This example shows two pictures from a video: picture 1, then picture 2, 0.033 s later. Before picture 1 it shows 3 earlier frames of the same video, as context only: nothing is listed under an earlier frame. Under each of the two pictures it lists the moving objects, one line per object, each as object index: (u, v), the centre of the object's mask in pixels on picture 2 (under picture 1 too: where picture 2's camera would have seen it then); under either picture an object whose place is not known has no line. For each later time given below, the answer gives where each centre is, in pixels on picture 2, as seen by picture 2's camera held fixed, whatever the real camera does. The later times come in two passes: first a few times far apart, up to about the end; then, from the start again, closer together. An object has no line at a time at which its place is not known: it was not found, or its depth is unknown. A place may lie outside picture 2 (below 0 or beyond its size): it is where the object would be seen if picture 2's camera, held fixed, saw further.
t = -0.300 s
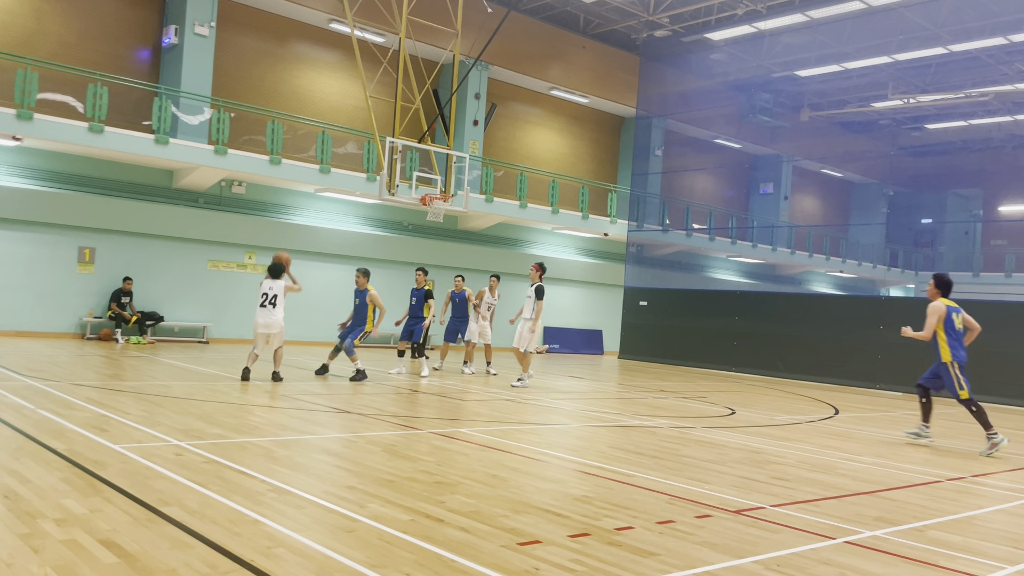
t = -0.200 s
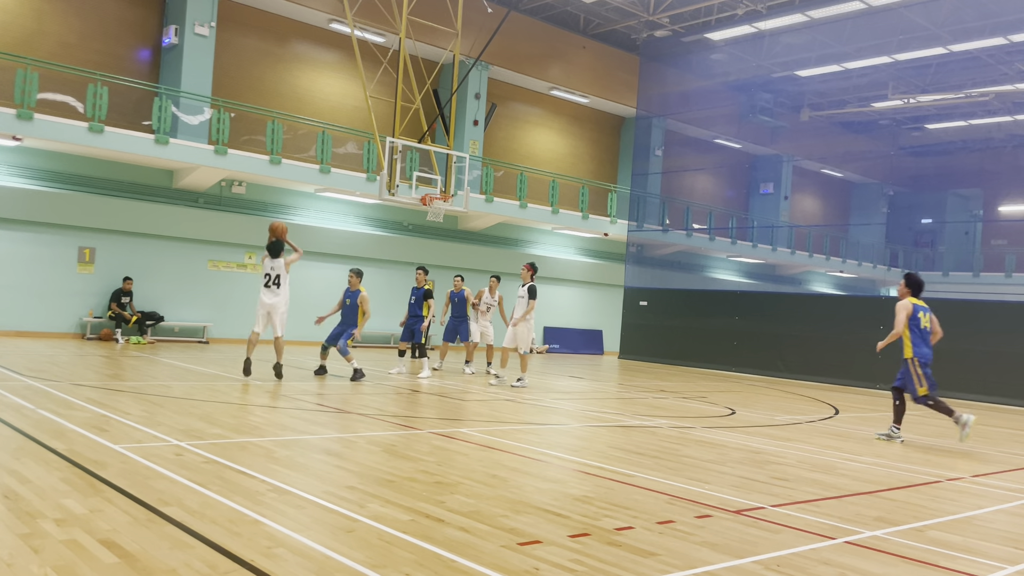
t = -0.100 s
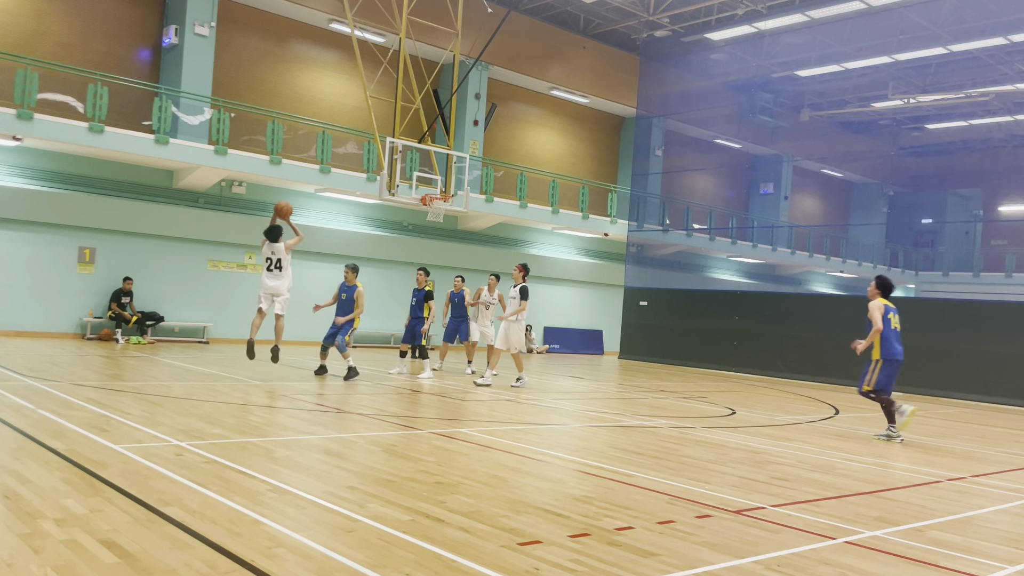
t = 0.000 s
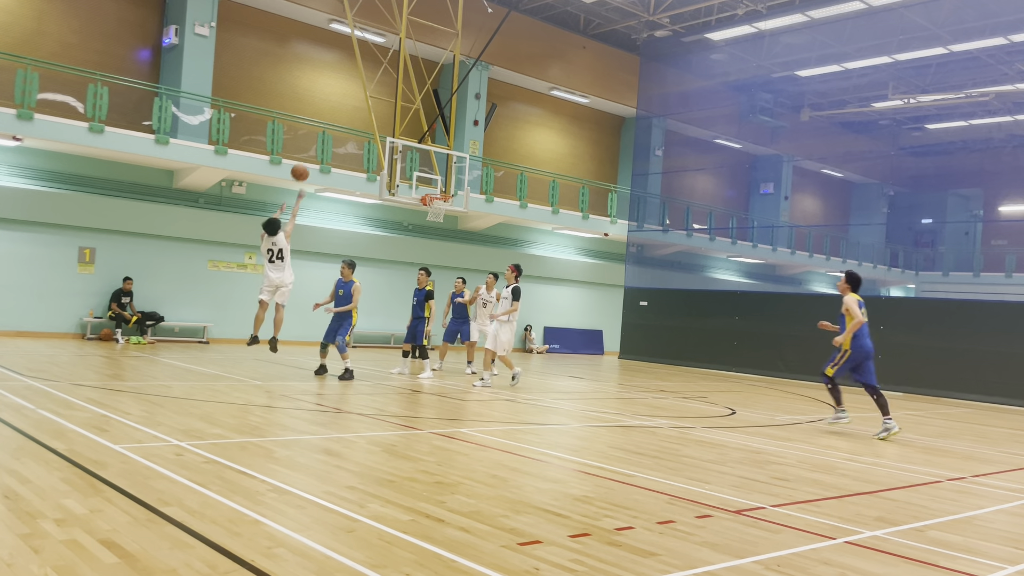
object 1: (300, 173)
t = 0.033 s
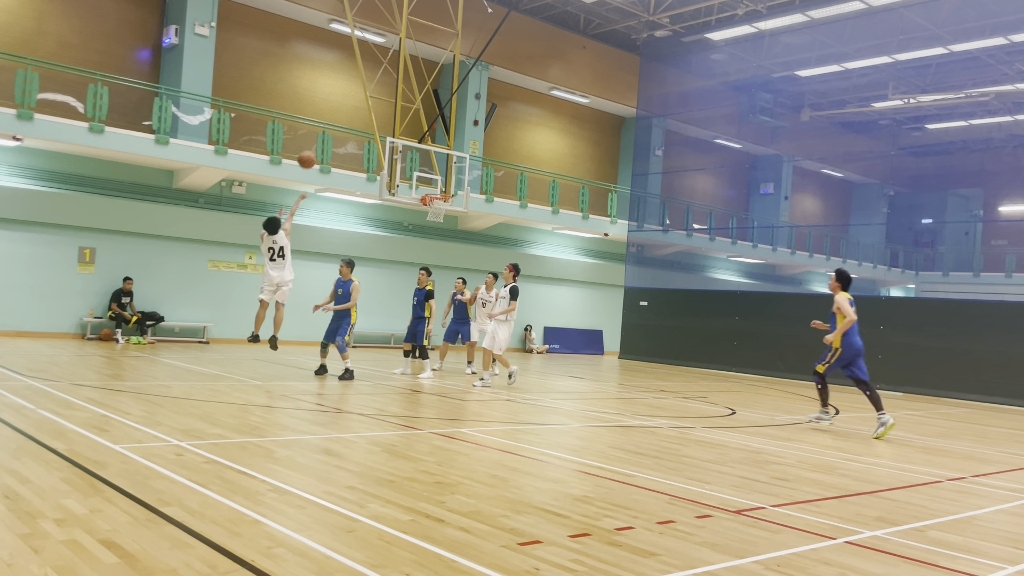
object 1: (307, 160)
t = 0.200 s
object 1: (335, 112)
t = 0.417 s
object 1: (367, 83)
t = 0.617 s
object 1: (391, 84)
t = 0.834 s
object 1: (413, 111)
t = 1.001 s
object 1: (428, 148)
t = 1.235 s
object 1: (443, 215)
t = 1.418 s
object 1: (448, 246)
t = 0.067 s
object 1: (312, 149)
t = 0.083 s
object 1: (315, 143)
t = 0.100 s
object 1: (318, 138)
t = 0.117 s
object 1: (321, 134)
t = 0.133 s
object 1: (324, 128)
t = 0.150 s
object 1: (327, 125)
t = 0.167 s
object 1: (330, 120)
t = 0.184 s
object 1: (332, 117)
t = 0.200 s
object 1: (335, 112)
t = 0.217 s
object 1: (338, 110)
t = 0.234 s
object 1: (340, 106)
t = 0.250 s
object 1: (343, 103)
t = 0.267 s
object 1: (345, 100)
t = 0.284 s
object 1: (348, 98)
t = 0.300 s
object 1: (351, 95)
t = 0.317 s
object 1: (353, 93)
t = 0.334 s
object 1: (355, 91)
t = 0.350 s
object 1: (358, 89)
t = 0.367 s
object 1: (360, 87)
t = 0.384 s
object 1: (363, 85)
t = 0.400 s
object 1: (365, 84)
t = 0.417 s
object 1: (367, 83)
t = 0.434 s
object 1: (369, 82)
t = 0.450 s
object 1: (371, 82)
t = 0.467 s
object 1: (373, 81)
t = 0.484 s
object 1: (376, 81)
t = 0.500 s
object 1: (378, 80)
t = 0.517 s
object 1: (380, 80)
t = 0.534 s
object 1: (382, 81)
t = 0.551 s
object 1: (384, 81)
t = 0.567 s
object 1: (385, 81)
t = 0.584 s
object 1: (387, 82)
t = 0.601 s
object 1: (389, 83)
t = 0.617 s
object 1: (391, 84)
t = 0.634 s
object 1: (393, 85)
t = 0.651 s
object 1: (395, 86)
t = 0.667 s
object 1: (397, 88)
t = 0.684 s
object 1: (399, 90)
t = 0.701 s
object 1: (400, 91)
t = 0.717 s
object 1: (402, 93)
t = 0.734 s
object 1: (404, 95)
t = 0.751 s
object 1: (406, 97)
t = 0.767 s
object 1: (407, 100)
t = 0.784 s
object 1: (409, 102)
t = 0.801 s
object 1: (411, 105)
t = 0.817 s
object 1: (412, 108)
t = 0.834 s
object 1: (413, 111)
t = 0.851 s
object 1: (415, 113)
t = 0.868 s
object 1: (416, 117)
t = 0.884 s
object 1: (418, 120)
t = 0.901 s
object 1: (419, 124)
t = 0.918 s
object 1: (421, 128)
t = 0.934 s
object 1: (422, 132)
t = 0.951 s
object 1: (424, 136)
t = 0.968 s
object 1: (425, 140)
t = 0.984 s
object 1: (427, 145)
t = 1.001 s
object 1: (428, 148)
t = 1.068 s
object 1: (433, 166)
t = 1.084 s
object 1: (434, 171)
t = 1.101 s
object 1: (435, 177)
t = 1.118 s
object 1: (436, 182)
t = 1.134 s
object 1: (437, 186)
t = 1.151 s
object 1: (439, 190)
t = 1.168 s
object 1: (441, 198)
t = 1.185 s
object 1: (441, 202)
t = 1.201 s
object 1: (441, 209)
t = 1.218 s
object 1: (442, 212)
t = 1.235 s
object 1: (443, 215)
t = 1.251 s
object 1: (444, 216)
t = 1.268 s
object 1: (444, 219)
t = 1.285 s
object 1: (445, 221)
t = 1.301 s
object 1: (445, 223)
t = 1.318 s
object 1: (446, 226)
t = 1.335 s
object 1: (446, 230)
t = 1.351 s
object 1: (446, 233)
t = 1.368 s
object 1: (447, 236)
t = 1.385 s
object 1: (447, 239)
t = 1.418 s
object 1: (448, 246)
